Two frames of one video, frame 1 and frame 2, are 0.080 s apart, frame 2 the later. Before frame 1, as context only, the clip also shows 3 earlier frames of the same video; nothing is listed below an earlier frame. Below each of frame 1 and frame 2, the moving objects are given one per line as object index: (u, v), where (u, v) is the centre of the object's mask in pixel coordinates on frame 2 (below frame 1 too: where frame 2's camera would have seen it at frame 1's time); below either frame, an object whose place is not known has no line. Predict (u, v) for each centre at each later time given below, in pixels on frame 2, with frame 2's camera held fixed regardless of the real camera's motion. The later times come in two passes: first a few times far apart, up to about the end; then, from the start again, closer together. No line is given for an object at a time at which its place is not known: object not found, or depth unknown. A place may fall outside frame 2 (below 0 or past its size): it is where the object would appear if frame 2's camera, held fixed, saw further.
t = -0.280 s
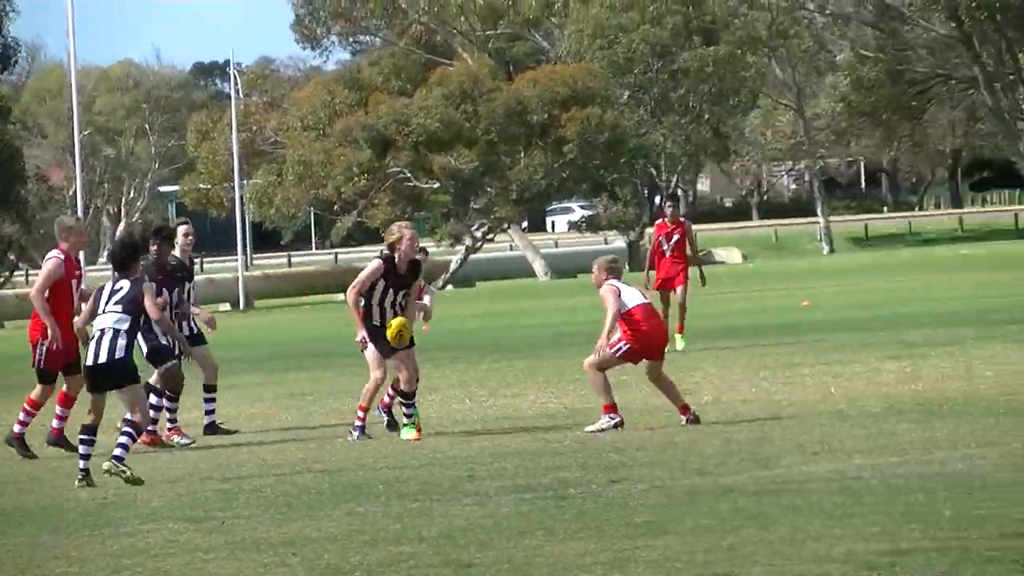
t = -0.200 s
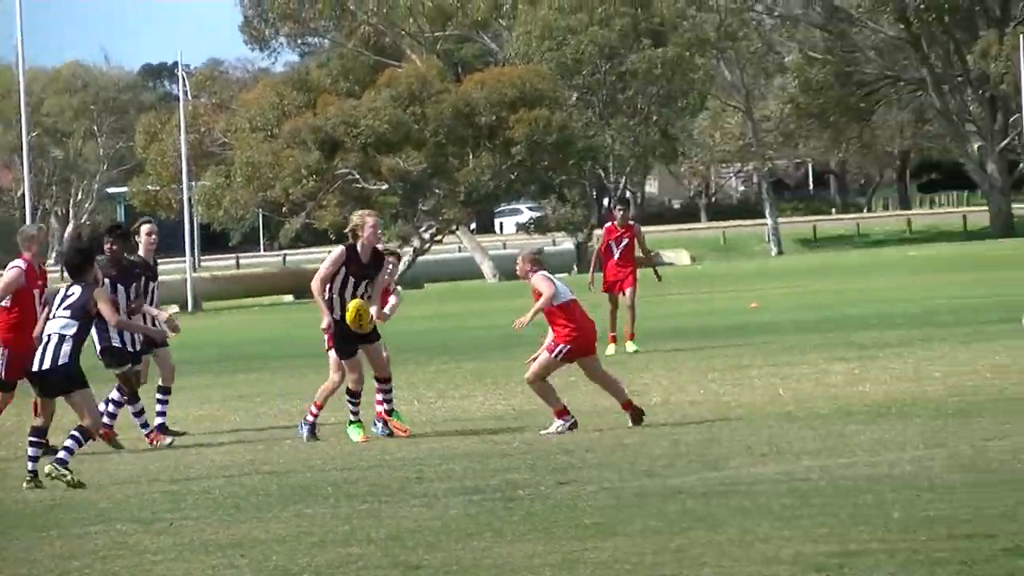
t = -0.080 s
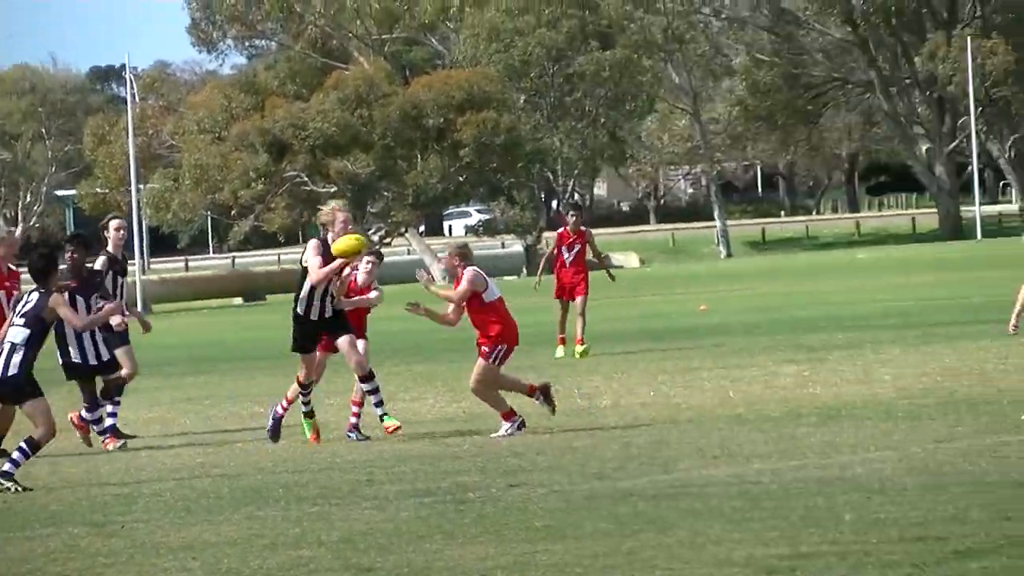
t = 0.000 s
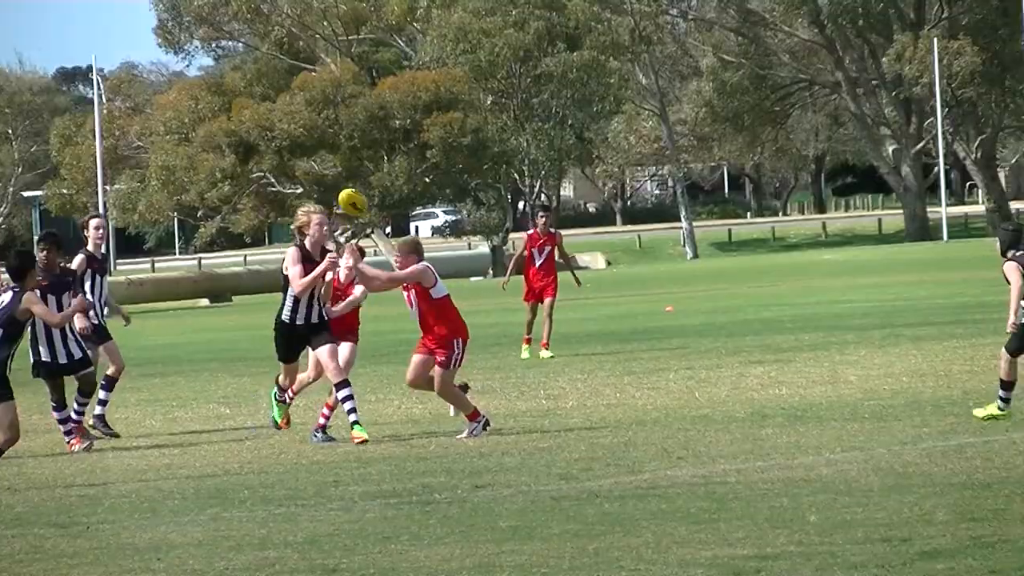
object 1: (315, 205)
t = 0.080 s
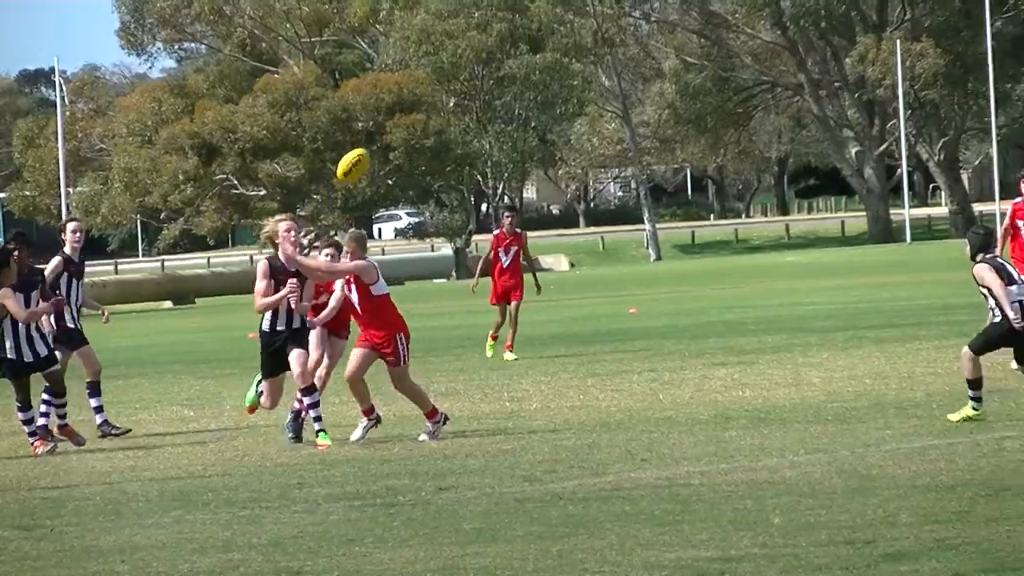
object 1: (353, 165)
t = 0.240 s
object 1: (423, 110)
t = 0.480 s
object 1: (530, 80)
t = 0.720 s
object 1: (636, 118)
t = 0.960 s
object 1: (746, 233)
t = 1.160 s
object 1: (841, 392)
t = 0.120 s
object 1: (371, 147)
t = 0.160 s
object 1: (388, 133)
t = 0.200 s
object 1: (406, 121)
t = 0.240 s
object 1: (423, 110)
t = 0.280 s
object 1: (442, 99)
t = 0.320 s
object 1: (460, 91)
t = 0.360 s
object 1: (479, 85)
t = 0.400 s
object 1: (497, 81)
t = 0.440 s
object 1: (513, 79)
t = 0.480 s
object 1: (530, 80)
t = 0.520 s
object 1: (548, 81)
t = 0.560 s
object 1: (565, 85)
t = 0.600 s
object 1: (583, 91)
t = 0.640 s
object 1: (602, 98)
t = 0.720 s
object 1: (636, 118)
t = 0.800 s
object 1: (673, 148)
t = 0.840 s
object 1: (691, 166)
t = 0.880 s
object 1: (709, 187)
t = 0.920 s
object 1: (727, 208)
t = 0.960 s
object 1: (746, 233)
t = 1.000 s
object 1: (764, 260)
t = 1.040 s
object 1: (783, 289)
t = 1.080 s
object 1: (802, 321)
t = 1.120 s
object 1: (821, 355)
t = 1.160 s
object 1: (841, 392)
